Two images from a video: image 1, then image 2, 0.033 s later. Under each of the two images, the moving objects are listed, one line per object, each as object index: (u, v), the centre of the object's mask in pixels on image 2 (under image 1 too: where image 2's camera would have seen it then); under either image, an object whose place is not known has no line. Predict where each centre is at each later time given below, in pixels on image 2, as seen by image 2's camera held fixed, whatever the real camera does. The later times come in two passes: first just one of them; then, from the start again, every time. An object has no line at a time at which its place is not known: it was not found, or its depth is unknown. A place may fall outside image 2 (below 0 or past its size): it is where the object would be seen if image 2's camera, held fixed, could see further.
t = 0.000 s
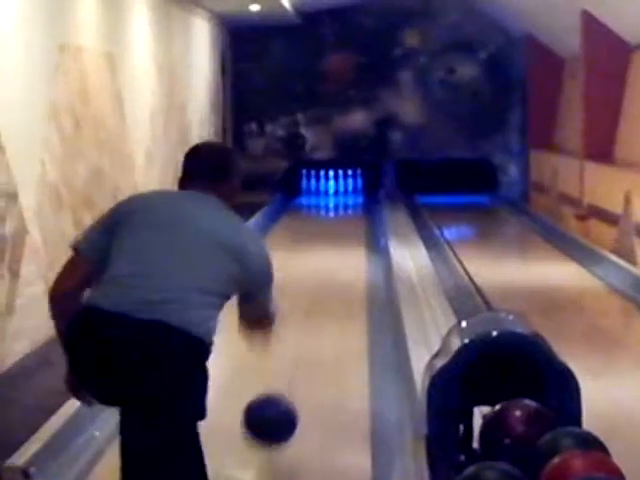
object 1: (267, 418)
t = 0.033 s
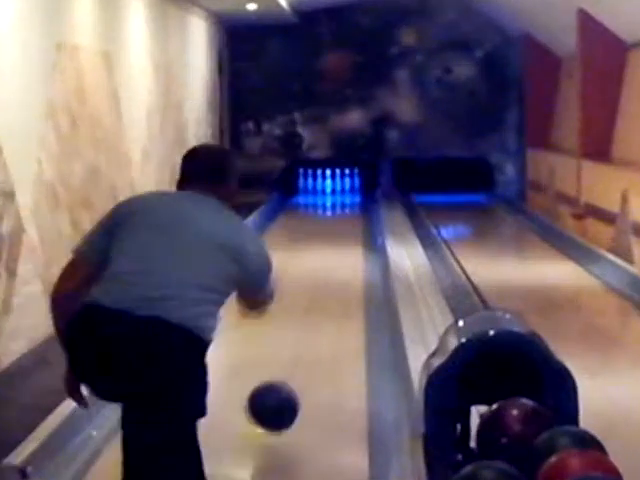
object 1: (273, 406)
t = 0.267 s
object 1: (297, 339)
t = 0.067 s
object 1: (278, 397)
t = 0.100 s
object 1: (282, 391)
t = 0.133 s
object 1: (286, 378)
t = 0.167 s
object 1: (290, 367)
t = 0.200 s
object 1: (292, 356)
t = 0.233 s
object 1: (295, 347)
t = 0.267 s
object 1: (297, 339)
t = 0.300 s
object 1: (301, 330)
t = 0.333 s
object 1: (304, 322)
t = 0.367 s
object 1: (307, 315)
